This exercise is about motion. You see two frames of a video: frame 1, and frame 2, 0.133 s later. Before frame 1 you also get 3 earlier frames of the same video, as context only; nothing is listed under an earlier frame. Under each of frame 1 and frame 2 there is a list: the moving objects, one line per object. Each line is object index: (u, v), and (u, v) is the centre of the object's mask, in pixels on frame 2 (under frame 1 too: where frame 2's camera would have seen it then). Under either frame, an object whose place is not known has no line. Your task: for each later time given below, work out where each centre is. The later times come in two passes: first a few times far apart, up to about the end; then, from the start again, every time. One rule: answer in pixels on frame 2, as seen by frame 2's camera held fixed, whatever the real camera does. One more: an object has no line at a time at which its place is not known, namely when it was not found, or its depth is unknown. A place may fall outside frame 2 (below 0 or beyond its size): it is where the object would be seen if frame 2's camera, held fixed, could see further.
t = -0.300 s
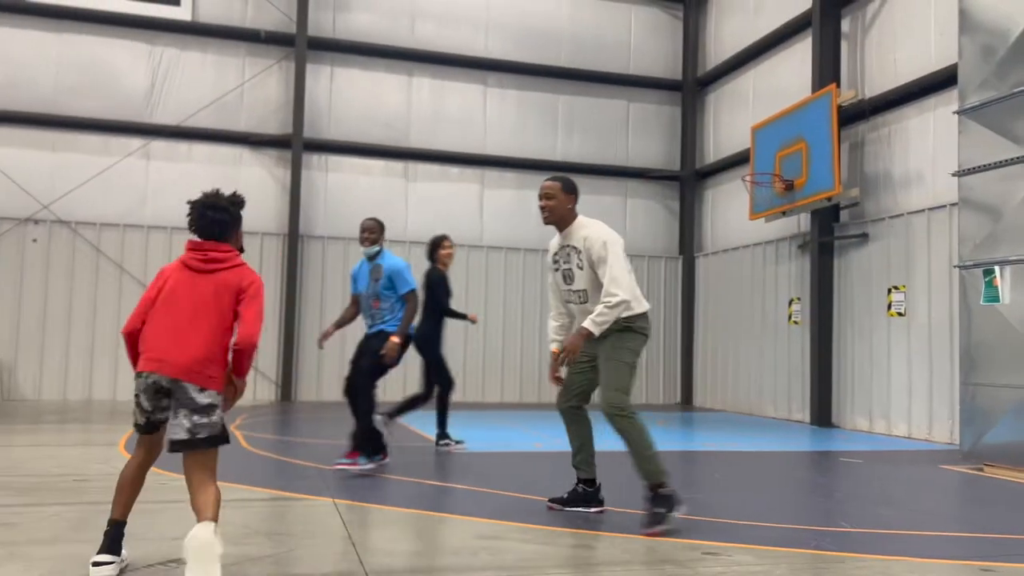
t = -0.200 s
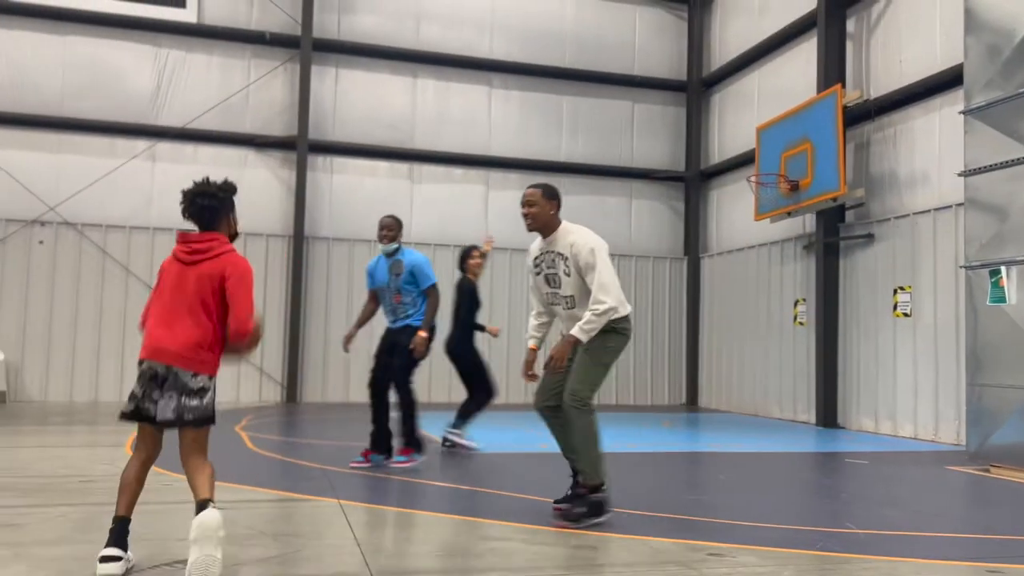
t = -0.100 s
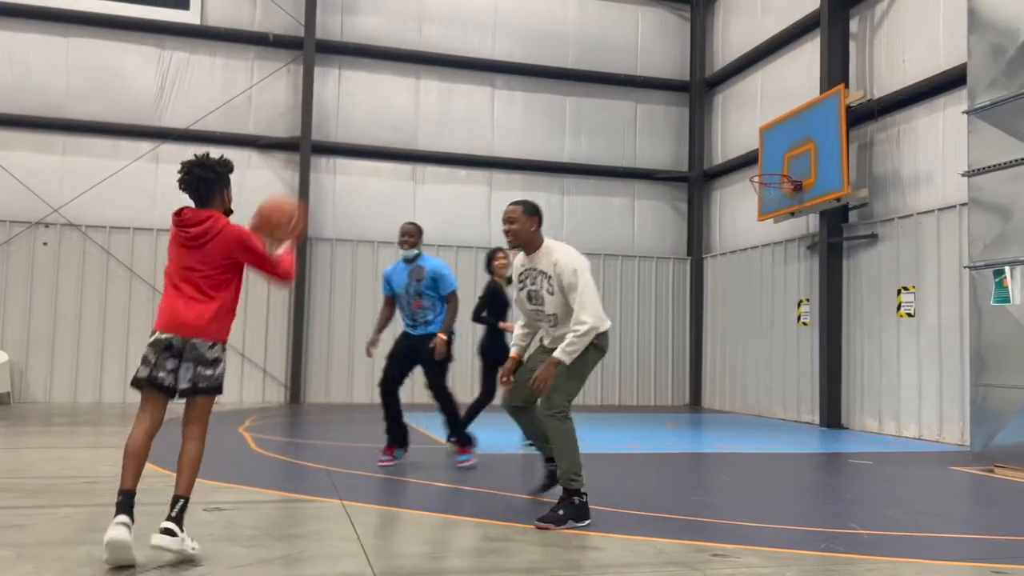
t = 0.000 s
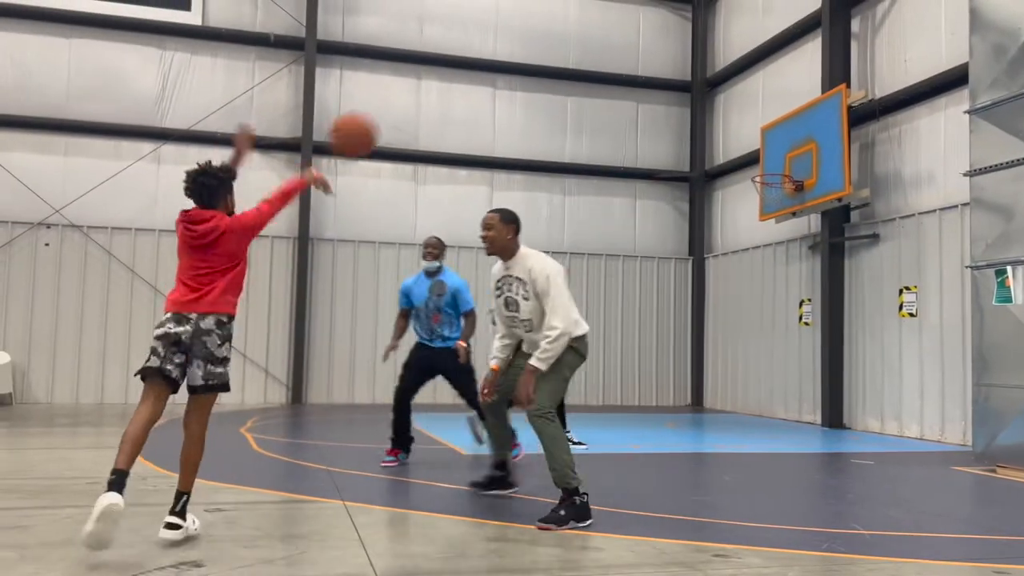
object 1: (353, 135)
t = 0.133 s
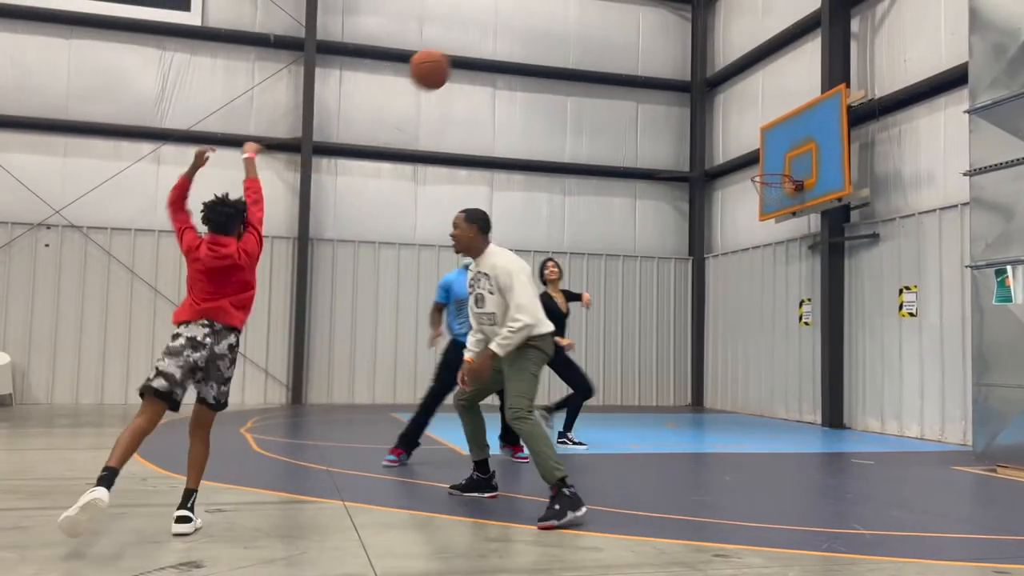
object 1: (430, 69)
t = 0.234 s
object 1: (474, 47)
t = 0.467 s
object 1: (550, 56)
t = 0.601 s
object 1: (582, 86)
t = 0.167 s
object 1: (444, 60)
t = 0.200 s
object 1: (459, 52)
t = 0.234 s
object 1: (474, 47)
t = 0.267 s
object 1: (487, 44)
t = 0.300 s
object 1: (499, 42)
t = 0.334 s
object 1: (510, 43)
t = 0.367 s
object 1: (521, 45)
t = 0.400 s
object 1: (531, 47)
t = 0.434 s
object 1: (541, 51)
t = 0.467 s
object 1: (550, 56)
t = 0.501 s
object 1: (559, 62)
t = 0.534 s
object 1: (567, 69)
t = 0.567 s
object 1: (574, 77)
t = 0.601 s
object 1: (582, 86)
